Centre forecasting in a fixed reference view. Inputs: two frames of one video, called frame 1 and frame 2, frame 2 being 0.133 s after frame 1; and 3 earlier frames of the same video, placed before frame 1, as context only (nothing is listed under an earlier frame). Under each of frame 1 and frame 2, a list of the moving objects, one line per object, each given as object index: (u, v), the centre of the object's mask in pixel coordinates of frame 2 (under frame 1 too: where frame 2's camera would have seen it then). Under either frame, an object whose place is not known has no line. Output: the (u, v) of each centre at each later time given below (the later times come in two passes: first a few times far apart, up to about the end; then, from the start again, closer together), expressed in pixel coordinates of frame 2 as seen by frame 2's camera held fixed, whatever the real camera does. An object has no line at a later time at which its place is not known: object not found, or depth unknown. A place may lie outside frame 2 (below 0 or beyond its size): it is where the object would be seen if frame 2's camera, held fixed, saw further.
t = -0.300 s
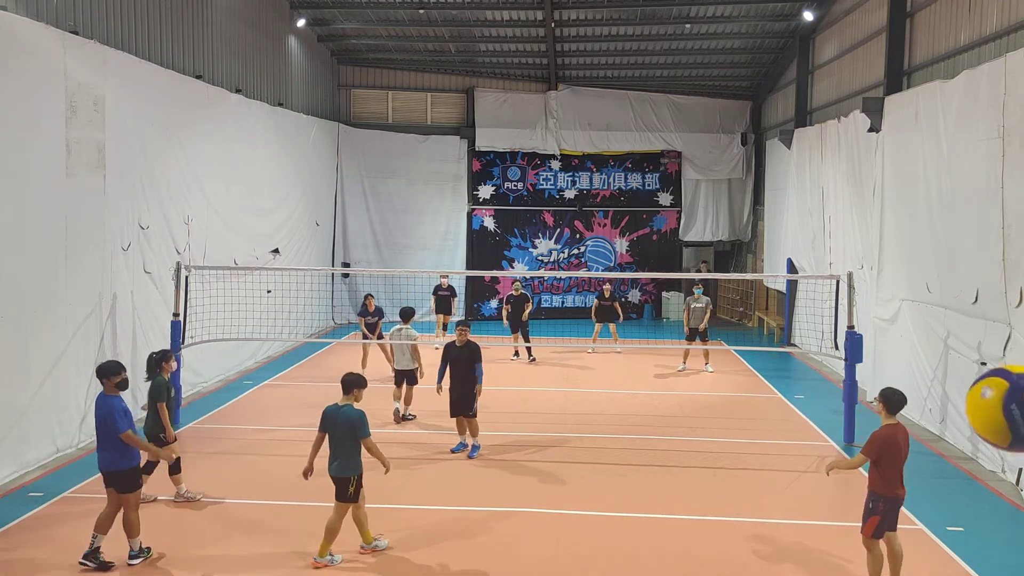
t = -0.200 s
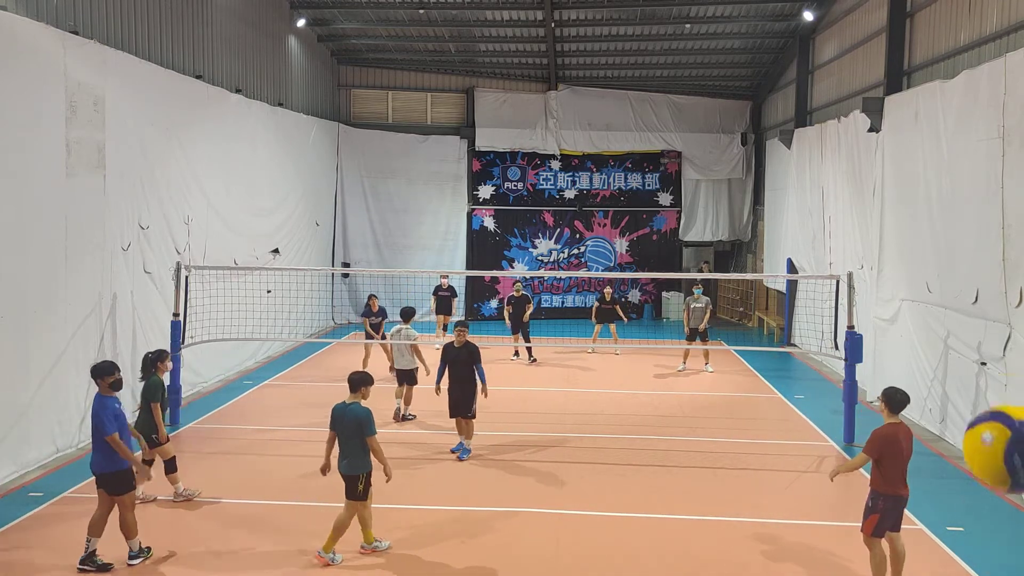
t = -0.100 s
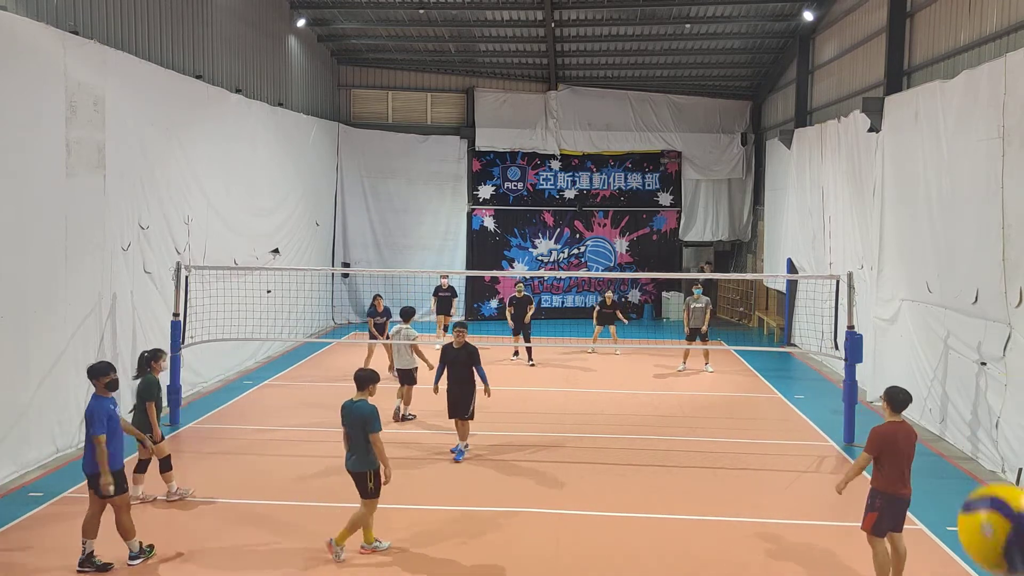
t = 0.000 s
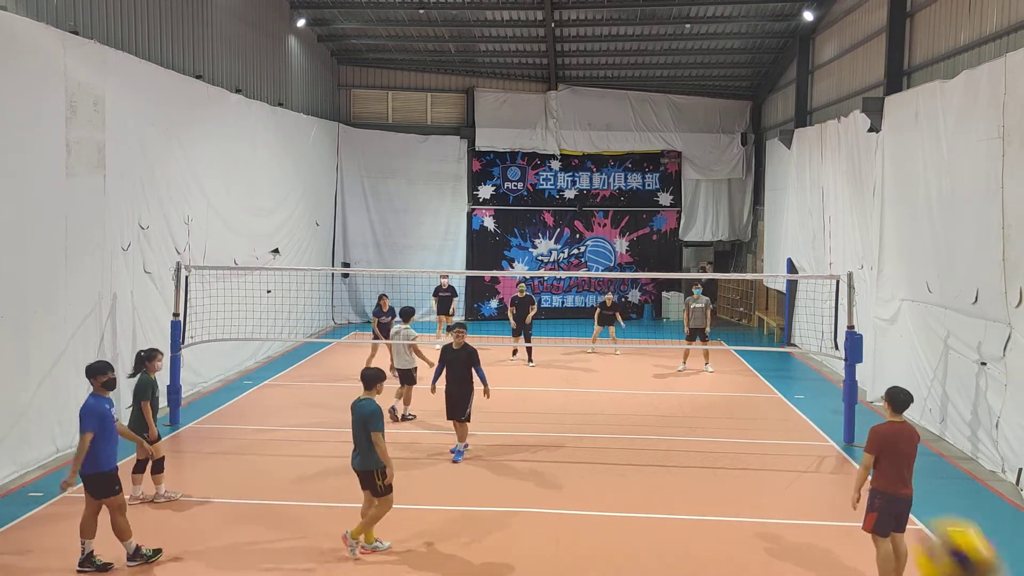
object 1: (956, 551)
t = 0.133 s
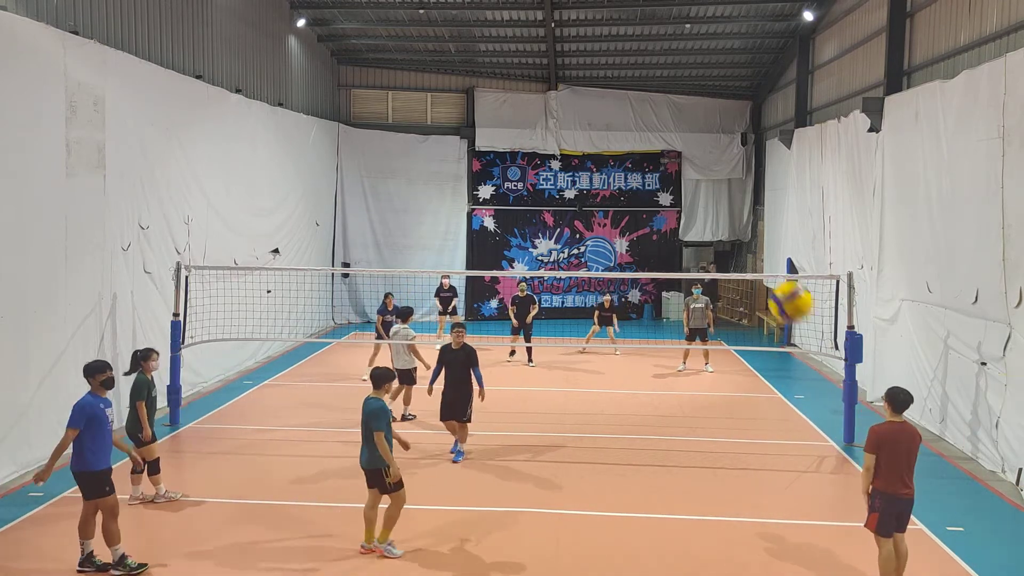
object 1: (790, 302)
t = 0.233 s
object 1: (739, 232)
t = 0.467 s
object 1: (692, 189)
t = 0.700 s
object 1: (674, 205)
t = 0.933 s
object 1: (668, 245)
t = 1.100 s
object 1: (666, 277)
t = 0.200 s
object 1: (752, 249)
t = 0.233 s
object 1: (739, 232)
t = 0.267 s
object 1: (728, 217)
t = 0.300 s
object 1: (719, 208)
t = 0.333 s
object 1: (712, 200)
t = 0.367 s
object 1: (705, 195)
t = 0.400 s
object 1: (700, 191)
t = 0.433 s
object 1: (696, 189)
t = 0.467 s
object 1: (692, 189)
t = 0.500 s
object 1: (688, 189)
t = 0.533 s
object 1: (684, 190)
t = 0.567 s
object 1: (682, 192)
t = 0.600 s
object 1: (679, 195)
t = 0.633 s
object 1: (677, 198)
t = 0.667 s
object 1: (676, 202)
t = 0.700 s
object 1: (674, 205)
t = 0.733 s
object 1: (673, 210)
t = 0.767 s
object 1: (672, 215)
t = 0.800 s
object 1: (671, 221)
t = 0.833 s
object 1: (670, 227)
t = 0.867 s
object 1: (669, 233)
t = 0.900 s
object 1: (668, 239)
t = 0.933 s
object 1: (668, 245)
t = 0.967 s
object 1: (668, 251)
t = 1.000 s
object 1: (667, 257)
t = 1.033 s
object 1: (667, 264)
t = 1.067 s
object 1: (666, 269)
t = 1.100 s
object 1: (666, 277)
